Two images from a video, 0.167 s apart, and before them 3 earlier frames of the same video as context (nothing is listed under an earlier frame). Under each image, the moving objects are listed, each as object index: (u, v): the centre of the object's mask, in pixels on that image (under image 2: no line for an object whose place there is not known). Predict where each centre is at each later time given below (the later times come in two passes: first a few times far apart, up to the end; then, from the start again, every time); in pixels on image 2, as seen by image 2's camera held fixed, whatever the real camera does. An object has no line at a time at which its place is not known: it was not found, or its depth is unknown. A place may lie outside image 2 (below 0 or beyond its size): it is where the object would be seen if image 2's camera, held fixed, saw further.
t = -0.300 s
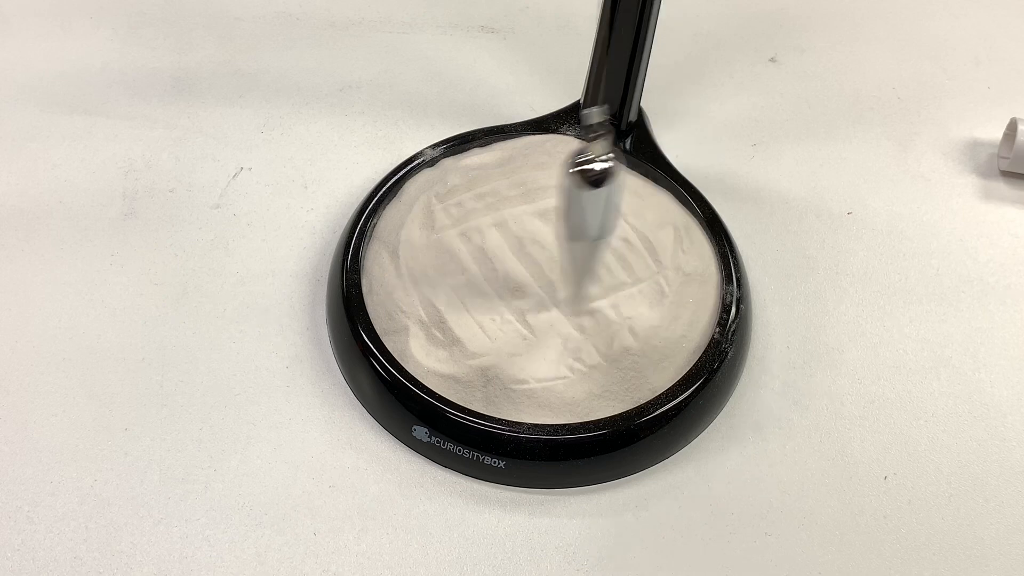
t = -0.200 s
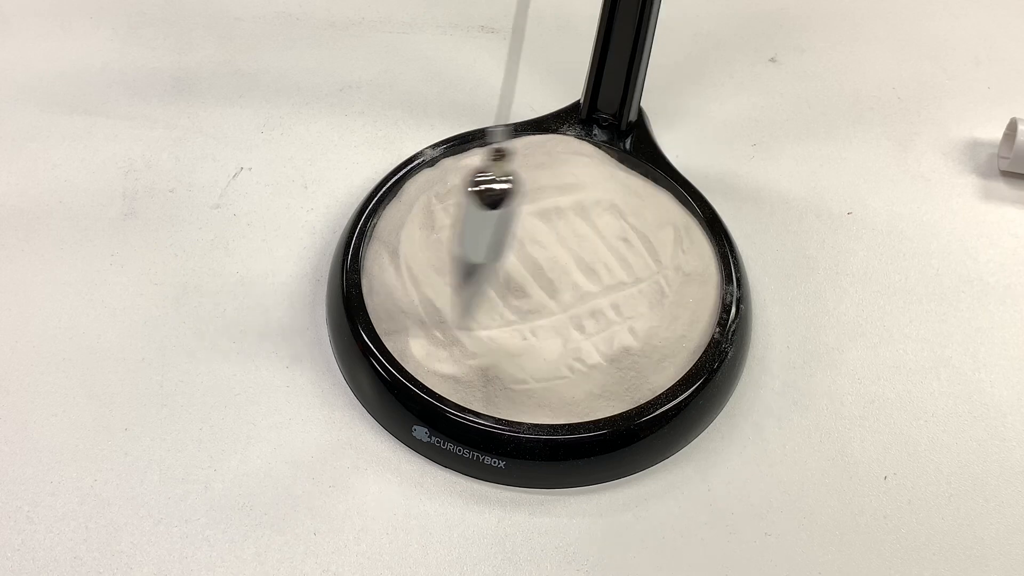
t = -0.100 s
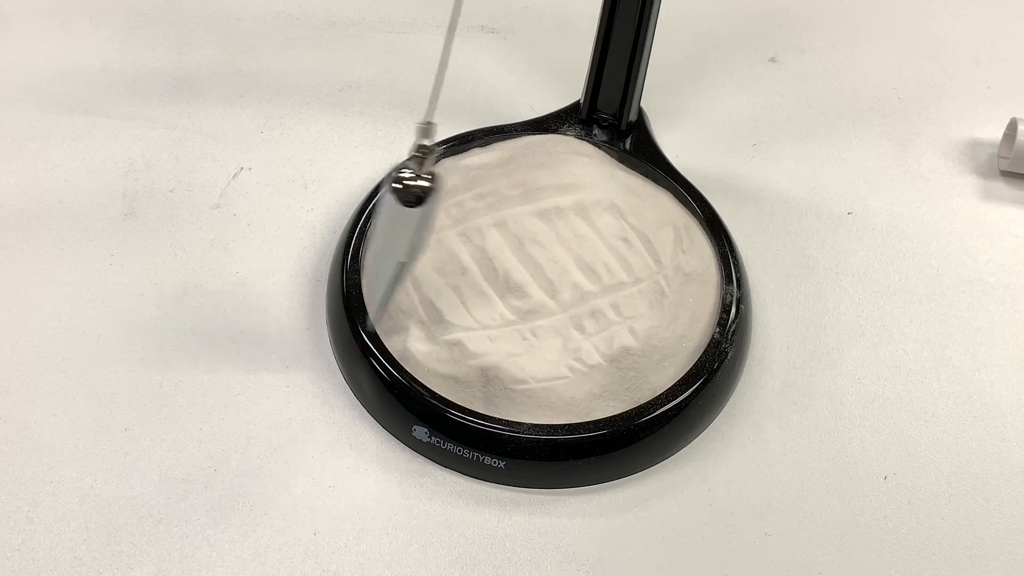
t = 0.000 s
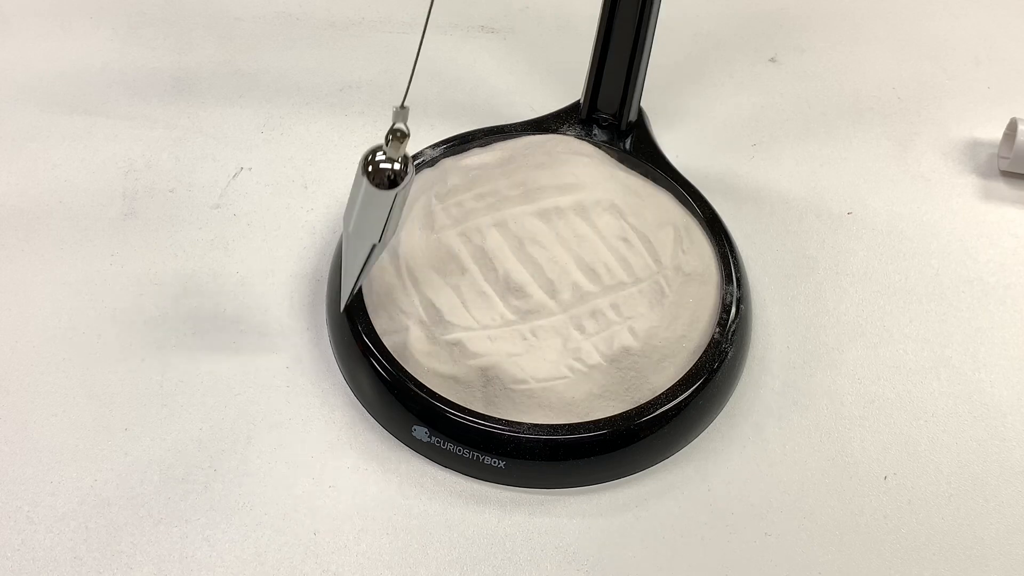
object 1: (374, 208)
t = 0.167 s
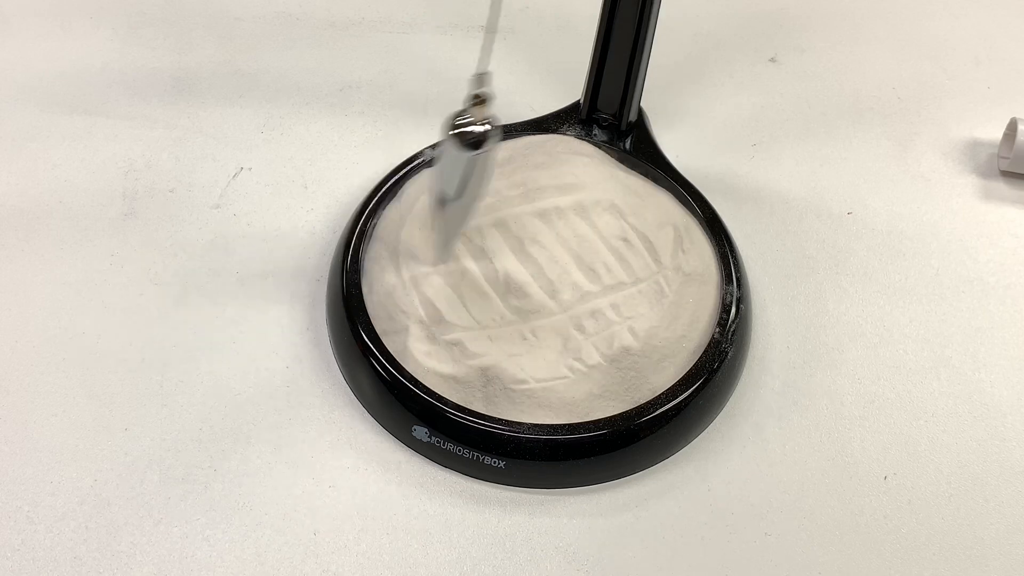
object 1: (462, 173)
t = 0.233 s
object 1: (528, 153)
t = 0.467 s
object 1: (713, 108)
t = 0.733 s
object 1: (604, 169)
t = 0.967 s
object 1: (394, 216)
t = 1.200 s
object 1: (450, 197)
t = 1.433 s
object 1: (666, 138)
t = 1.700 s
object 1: (667, 125)
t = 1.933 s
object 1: (459, 184)
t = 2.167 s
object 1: (400, 223)
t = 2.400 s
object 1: (597, 191)
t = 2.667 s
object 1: (697, 114)
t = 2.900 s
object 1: (532, 139)
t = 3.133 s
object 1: (401, 208)
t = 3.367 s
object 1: (523, 237)
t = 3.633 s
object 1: (691, 142)
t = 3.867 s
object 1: (598, 102)
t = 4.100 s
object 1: (436, 159)
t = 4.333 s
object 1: (471, 244)
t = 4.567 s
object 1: (644, 213)
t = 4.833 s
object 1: (635, 103)
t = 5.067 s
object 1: (483, 110)
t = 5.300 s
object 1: (449, 213)
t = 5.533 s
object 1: (595, 263)
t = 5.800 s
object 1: (652, 143)
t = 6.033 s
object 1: (528, 85)
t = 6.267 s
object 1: (452, 158)
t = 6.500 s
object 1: (551, 269)
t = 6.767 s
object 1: (652, 205)
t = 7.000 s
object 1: (564, 90)
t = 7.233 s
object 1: (468, 103)
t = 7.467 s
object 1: (519, 231)
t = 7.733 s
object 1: (639, 262)
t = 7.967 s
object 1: (588, 139)
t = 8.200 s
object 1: (490, 72)
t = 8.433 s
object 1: (503, 170)
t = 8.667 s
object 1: (609, 270)
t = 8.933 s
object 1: (604, 207)
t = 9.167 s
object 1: (509, 87)
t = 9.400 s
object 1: (498, 109)
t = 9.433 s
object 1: (506, 125)
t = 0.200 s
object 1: (495, 161)
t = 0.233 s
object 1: (528, 153)
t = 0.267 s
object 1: (562, 147)
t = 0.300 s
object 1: (596, 138)
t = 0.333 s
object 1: (624, 129)
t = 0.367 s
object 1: (653, 118)
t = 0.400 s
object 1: (680, 113)
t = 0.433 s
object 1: (699, 109)
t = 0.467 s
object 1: (713, 108)
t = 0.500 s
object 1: (721, 110)
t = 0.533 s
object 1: (722, 114)
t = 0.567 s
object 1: (716, 120)
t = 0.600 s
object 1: (705, 129)
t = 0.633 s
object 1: (687, 138)
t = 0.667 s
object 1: (662, 149)
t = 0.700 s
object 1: (633, 161)
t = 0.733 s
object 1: (604, 169)
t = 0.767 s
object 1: (570, 184)
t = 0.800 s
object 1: (533, 197)
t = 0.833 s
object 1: (499, 206)
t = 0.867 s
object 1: (467, 210)
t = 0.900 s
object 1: (439, 211)
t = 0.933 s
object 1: (414, 211)
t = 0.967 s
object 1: (394, 216)
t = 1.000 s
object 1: (382, 216)
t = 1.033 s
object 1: (378, 212)
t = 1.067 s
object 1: (378, 214)
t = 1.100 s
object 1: (387, 210)
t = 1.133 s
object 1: (399, 212)
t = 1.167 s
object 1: (423, 202)
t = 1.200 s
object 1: (450, 197)
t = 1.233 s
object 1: (480, 191)
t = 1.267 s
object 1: (512, 187)
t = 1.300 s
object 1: (546, 177)
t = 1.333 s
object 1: (580, 164)
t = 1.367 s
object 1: (612, 156)
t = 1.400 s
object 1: (639, 144)
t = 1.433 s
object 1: (666, 138)
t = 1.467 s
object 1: (687, 127)
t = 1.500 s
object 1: (703, 122)
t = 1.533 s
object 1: (713, 116)
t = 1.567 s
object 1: (716, 114)
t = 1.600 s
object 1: (713, 114)
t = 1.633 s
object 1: (703, 117)
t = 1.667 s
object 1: (689, 120)
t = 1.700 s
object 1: (667, 125)
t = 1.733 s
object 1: (641, 132)
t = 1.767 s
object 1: (614, 142)
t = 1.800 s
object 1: (584, 148)
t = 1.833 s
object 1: (551, 161)
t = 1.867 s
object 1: (517, 169)
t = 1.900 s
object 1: (488, 176)
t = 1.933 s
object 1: (459, 184)
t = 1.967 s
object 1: (434, 191)
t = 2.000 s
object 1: (413, 197)
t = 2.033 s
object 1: (397, 206)
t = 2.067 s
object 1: (388, 213)
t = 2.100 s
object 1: (386, 217)
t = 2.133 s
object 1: (392, 218)
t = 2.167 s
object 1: (400, 223)
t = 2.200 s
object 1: (421, 218)
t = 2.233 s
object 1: (446, 216)
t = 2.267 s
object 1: (471, 217)
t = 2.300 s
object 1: (500, 216)
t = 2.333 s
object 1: (532, 209)
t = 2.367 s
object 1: (565, 202)
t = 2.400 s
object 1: (597, 191)
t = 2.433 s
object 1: (624, 179)
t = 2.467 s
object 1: (650, 167)
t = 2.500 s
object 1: (672, 155)
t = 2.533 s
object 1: (688, 142)
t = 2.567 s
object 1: (699, 132)
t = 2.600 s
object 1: (704, 124)
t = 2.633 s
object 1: (704, 118)
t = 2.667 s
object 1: (697, 114)
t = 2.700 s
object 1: (684, 112)
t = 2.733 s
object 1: (666, 112)
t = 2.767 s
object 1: (643, 113)
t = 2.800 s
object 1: (619, 118)
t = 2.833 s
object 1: (594, 121)
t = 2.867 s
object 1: (564, 130)
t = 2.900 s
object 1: (532, 139)
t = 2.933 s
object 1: (504, 146)
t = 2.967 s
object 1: (478, 153)
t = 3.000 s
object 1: (453, 165)
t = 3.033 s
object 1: (433, 175)
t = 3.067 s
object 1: (417, 183)
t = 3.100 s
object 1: (405, 199)
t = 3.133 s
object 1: (401, 208)
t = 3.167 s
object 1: (404, 213)
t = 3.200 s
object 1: (412, 218)
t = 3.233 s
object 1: (426, 225)
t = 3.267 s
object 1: (447, 229)
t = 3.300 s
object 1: (469, 231)
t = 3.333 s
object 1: (495, 236)
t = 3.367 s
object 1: (523, 237)
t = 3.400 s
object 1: (554, 230)
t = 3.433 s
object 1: (584, 223)
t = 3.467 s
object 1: (613, 209)
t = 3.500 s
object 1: (636, 195)
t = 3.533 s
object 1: (657, 186)
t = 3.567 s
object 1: (674, 170)
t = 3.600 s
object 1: (685, 155)
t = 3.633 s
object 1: (691, 142)
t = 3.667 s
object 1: (692, 131)
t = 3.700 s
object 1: (687, 122)
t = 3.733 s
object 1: (676, 113)
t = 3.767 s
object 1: (661, 108)
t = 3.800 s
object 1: (641, 104)
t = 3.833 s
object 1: (620, 105)
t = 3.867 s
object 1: (598, 102)
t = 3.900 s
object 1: (571, 106)
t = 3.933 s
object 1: (543, 112)
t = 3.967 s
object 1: (517, 119)
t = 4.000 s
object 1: (493, 127)
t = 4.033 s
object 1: (470, 137)
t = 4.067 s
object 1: (451, 147)
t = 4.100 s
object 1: (436, 159)
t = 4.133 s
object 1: (425, 173)
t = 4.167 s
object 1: (418, 189)
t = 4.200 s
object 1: (418, 201)
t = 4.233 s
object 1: (423, 214)
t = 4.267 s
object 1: (435, 225)
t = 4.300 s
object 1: (451, 234)
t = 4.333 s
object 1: (471, 244)
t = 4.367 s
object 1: (494, 253)
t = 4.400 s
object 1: (520, 254)
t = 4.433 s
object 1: (548, 253)
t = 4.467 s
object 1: (575, 249)
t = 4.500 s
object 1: (601, 241)
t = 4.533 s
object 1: (624, 229)
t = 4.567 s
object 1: (644, 213)
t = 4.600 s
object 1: (660, 202)
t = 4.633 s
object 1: (671, 182)
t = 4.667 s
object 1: (678, 165)
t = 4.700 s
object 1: (679, 151)
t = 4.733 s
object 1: (675, 137)
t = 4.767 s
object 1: (666, 124)
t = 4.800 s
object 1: (652, 115)
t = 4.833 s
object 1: (635, 103)
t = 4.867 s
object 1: (616, 96)
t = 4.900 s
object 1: (596, 92)
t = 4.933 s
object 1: (573, 90)
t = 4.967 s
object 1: (549, 92)
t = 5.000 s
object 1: (526, 96)
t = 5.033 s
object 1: (504, 102)
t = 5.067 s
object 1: (483, 110)
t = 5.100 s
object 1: (465, 122)
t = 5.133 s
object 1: (452, 134)
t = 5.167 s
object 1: (442, 148)
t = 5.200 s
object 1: (436, 165)
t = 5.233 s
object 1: (435, 181)
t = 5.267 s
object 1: (439, 200)
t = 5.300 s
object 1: (449, 213)
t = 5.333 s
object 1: (462, 230)
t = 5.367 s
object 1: (479, 240)
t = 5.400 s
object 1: (499, 255)
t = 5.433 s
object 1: (522, 261)
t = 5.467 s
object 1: (547, 265)
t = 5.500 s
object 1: (571, 267)
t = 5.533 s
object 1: (595, 263)
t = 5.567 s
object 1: (616, 255)
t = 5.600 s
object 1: (634, 237)
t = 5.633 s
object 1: (649, 225)
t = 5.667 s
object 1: (658, 210)
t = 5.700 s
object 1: (664, 199)
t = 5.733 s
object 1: (664, 177)
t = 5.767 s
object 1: (660, 164)
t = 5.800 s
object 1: (652, 143)
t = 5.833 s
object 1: (640, 127)
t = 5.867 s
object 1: (625, 114)
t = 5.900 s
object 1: (609, 101)
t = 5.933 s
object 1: (591, 92)
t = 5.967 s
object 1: (570, 87)
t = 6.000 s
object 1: (549, 83)
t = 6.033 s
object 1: (528, 85)
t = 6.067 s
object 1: (509, 84)
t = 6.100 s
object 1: (493, 89)
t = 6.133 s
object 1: (477, 97)
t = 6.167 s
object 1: (465, 109)
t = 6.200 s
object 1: (457, 123)
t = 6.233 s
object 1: (452, 140)
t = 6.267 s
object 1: (452, 158)
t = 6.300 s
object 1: (455, 179)
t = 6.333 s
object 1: (463, 197)
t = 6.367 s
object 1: (475, 216)
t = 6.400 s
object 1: (490, 233)
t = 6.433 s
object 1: (508, 248)
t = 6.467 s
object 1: (528, 260)
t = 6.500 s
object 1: (551, 269)
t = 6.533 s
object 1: (572, 277)
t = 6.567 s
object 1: (593, 275)
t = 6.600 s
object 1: (612, 271)
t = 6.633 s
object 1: (627, 264)
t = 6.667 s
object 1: (639, 255)
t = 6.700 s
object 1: (648, 235)
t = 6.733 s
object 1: (652, 221)
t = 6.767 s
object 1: (652, 205)
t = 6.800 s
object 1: (647, 186)
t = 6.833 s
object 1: (639, 168)
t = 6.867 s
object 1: (628, 150)
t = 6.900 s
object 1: (614, 131)
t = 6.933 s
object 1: (599, 117)
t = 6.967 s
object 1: (582, 103)
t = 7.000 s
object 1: (564, 90)
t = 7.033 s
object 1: (545, 83)
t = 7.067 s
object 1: (528, 77)
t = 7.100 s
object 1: (511, 77)
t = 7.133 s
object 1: (497, 75)
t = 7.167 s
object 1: (485, 80)
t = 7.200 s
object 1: (475, 91)
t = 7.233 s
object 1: (468, 103)
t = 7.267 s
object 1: (466, 116)
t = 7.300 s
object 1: (467, 133)
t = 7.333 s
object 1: (471, 152)
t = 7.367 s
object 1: (478, 174)
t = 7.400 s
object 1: (489, 195)
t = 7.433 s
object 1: (503, 216)
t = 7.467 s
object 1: (519, 231)
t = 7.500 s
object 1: (537, 248)
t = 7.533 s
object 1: (557, 260)
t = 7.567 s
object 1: (576, 274)
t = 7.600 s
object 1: (595, 276)
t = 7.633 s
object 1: (610, 280)
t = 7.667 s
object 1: (623, 278)
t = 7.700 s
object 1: (634, 271)
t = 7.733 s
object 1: (639, 262)
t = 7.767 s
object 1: (642, 243)
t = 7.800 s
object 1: (641, 229)
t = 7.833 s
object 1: (636, 213)
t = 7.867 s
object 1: (627, 195)
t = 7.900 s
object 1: (616, 177)
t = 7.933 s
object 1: (602, 155)
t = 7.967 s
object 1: (588, 139)
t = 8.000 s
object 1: (572, 121)
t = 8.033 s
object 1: (555, 108)
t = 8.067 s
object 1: (539, 93)
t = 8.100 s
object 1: (524, 83)
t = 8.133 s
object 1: (511, 75)
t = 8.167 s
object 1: (500, 71)
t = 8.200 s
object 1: (490, 72)
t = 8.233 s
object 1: (483, 76)
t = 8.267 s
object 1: (479, 84)
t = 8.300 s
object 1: (478, 96)
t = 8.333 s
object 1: (480, 111)
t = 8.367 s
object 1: (485, 128)
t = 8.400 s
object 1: (492, 149)
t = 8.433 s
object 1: (503, 170)
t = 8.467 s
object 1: (516, 189)
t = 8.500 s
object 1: (531, 210)
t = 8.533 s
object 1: (547, 226)
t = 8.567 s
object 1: (564, 242)
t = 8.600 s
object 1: (580, 259)
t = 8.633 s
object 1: (596, 266)
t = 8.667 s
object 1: (609, 270)
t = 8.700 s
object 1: (620, 280)
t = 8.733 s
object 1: (627, 278)
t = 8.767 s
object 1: (631, 274)
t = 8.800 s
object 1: (632, 266)
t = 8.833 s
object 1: (629, 255)
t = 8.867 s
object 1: (623, 242)
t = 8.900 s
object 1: (615, 220)
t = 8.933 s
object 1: (604, 207)
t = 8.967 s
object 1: (590, 183)
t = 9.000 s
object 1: (576, 164)
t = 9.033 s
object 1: (561, 148)
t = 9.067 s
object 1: (546, 130)
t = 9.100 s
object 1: (532, 113)
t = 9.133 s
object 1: (520, 98)
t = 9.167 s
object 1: (509, 87)
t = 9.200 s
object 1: (500, 79)
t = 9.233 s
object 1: (493, 74)
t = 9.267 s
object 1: (489, 74)
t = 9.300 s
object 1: (487, 77)
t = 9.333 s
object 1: (488, 85)
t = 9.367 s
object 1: (491, 96)
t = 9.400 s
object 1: (498, 109)
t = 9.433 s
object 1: (506, 125)
